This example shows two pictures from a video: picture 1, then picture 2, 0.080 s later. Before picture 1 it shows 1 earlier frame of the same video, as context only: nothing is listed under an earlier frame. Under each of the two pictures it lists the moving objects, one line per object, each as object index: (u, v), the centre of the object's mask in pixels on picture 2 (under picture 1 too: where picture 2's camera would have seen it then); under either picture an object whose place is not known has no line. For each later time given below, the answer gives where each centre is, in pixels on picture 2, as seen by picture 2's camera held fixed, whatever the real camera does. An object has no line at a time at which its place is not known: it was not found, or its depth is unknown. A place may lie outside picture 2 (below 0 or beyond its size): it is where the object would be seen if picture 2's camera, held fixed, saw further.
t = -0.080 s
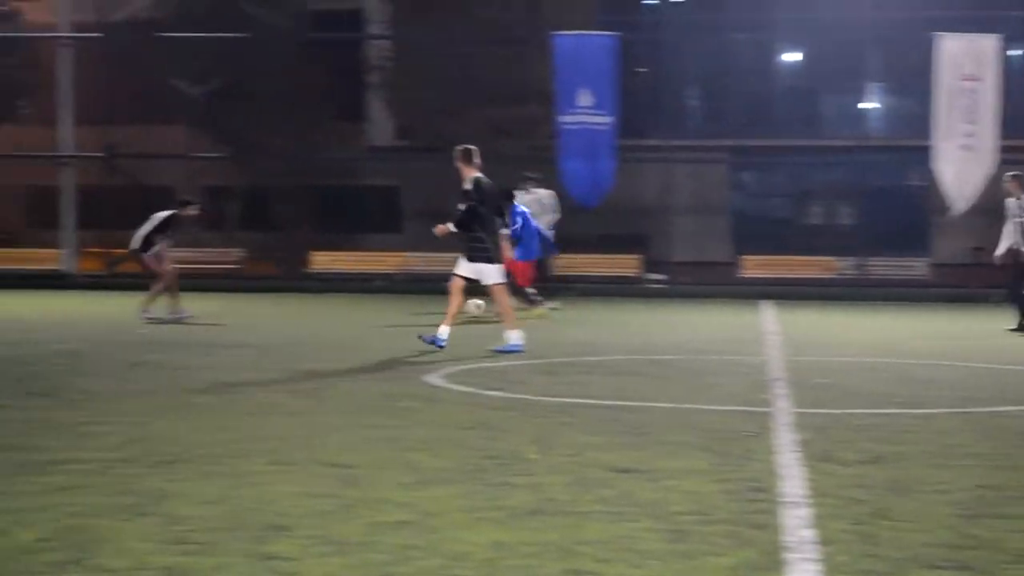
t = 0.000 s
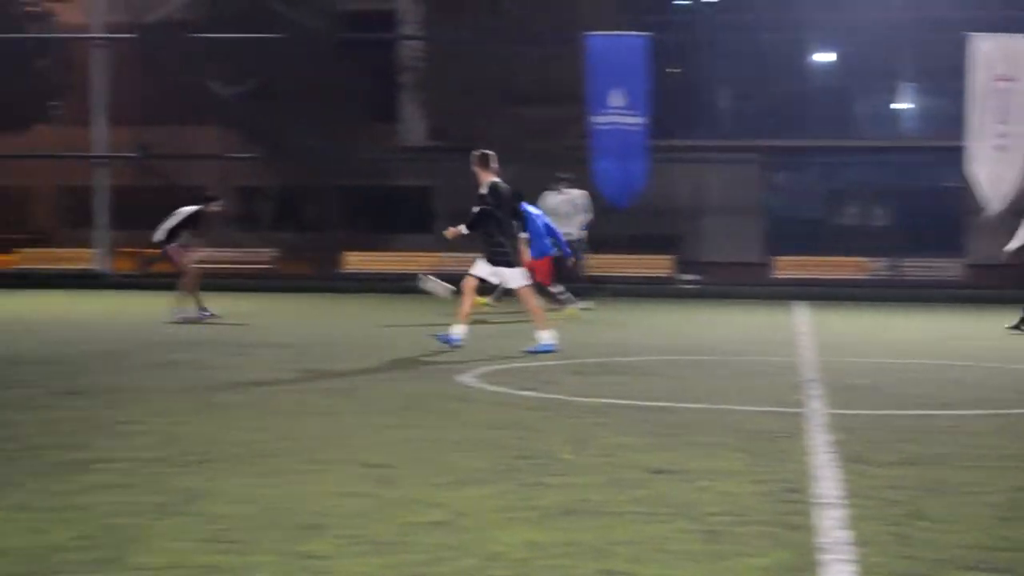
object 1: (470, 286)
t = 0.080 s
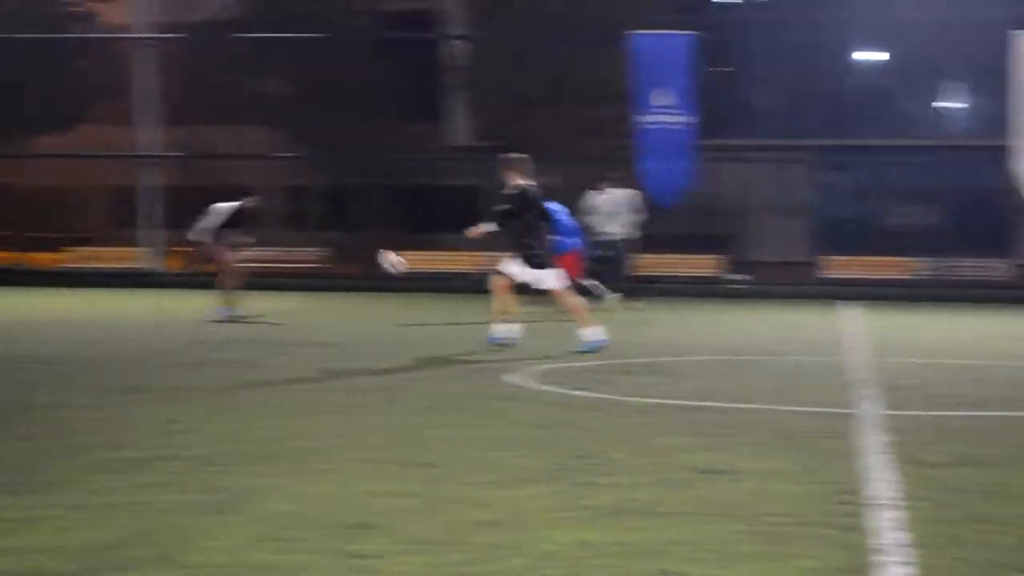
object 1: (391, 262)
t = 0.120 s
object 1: (347, 251)
